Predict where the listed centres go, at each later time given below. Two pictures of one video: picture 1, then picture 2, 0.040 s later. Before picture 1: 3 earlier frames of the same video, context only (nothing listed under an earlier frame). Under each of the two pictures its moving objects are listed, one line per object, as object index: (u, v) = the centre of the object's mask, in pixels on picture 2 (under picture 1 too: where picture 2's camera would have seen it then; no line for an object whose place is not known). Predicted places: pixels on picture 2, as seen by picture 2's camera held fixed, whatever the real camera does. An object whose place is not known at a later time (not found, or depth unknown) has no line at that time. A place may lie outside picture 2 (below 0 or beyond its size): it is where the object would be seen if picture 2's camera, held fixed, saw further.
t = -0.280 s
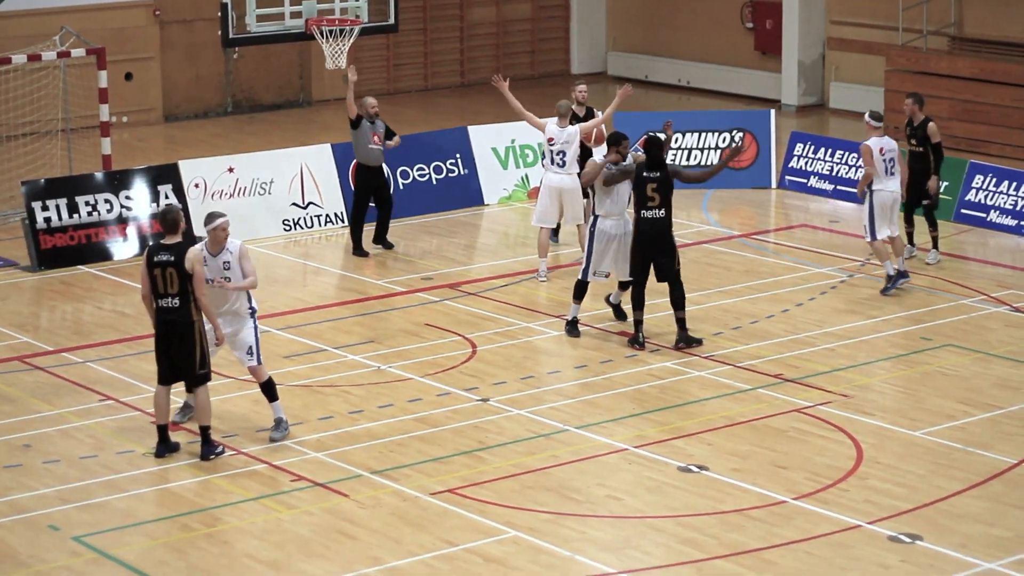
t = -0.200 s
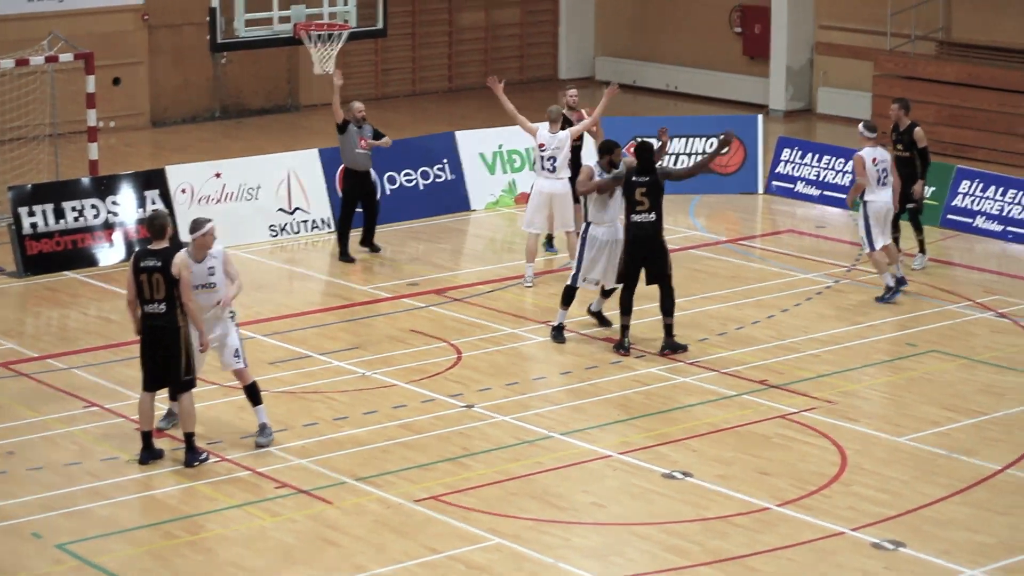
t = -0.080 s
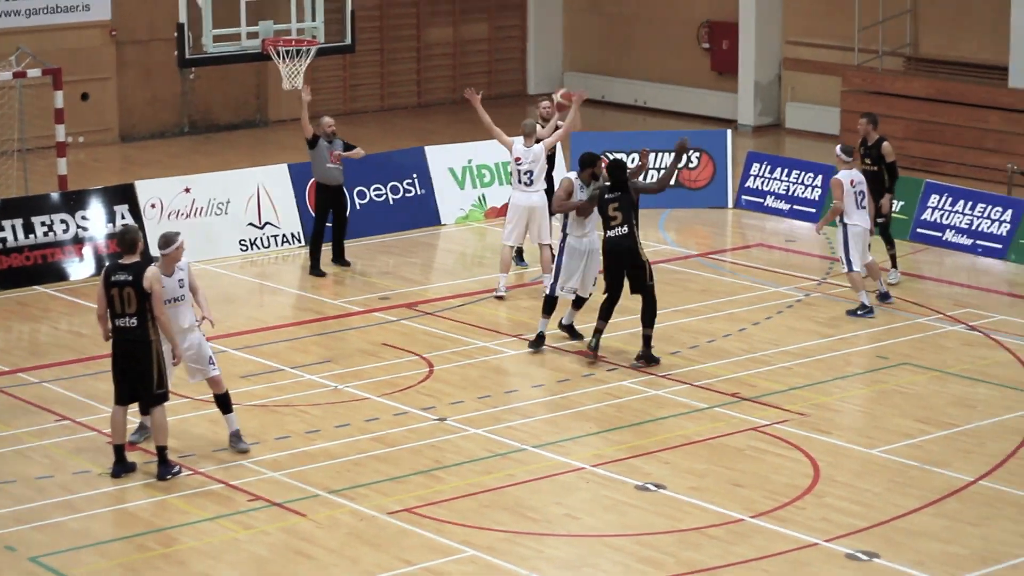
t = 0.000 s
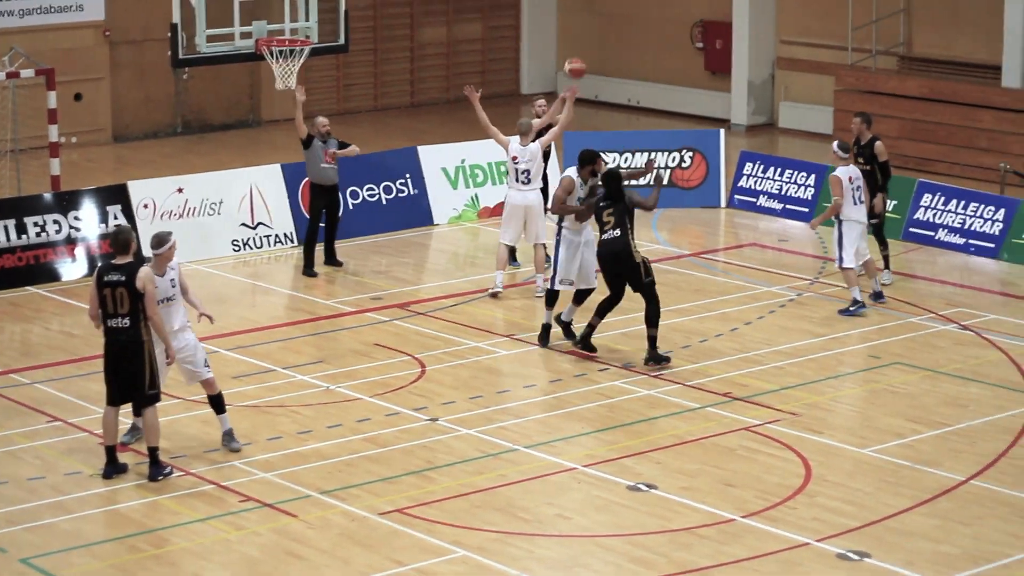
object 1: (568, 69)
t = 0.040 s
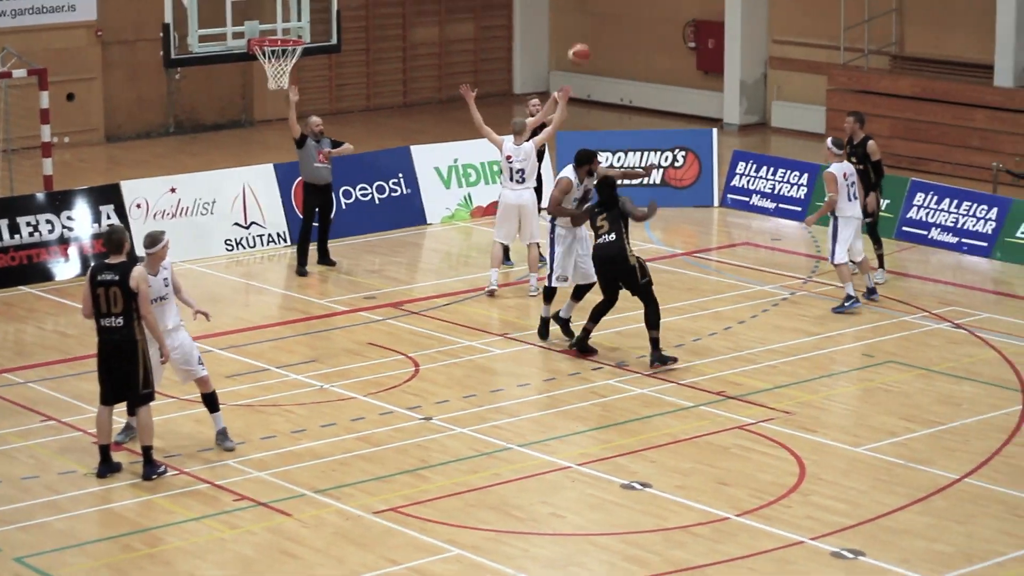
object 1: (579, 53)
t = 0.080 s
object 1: (590, 43)
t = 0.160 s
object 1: (615, 22)
